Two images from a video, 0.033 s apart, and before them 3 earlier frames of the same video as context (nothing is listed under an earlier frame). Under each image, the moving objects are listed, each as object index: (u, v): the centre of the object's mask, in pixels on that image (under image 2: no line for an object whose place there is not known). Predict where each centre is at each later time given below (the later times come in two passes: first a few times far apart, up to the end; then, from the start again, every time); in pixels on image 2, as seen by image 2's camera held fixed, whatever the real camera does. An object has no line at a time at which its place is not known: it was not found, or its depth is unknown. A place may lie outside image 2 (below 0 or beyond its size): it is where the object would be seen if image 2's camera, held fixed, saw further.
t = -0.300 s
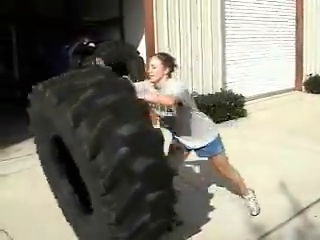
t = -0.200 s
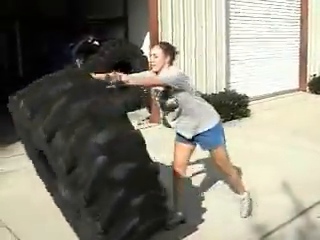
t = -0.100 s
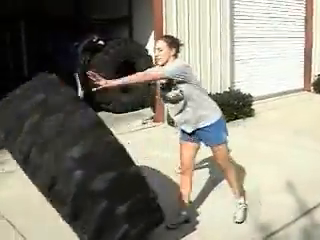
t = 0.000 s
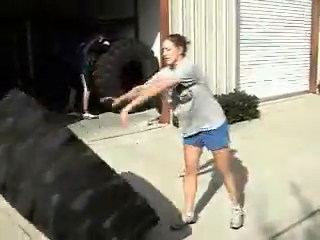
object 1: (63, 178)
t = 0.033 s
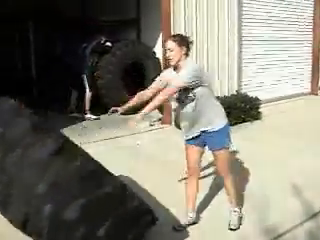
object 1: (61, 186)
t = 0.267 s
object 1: (47, 207)
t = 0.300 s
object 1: (45, 209)
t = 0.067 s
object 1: (58, 189)
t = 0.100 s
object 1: (56, 192)
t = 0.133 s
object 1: (55, 195)
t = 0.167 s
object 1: (53, 197)
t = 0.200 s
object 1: (52, 201)
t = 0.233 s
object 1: (49, 204)
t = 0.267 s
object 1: (47, 207)
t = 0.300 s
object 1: (45, 209)
